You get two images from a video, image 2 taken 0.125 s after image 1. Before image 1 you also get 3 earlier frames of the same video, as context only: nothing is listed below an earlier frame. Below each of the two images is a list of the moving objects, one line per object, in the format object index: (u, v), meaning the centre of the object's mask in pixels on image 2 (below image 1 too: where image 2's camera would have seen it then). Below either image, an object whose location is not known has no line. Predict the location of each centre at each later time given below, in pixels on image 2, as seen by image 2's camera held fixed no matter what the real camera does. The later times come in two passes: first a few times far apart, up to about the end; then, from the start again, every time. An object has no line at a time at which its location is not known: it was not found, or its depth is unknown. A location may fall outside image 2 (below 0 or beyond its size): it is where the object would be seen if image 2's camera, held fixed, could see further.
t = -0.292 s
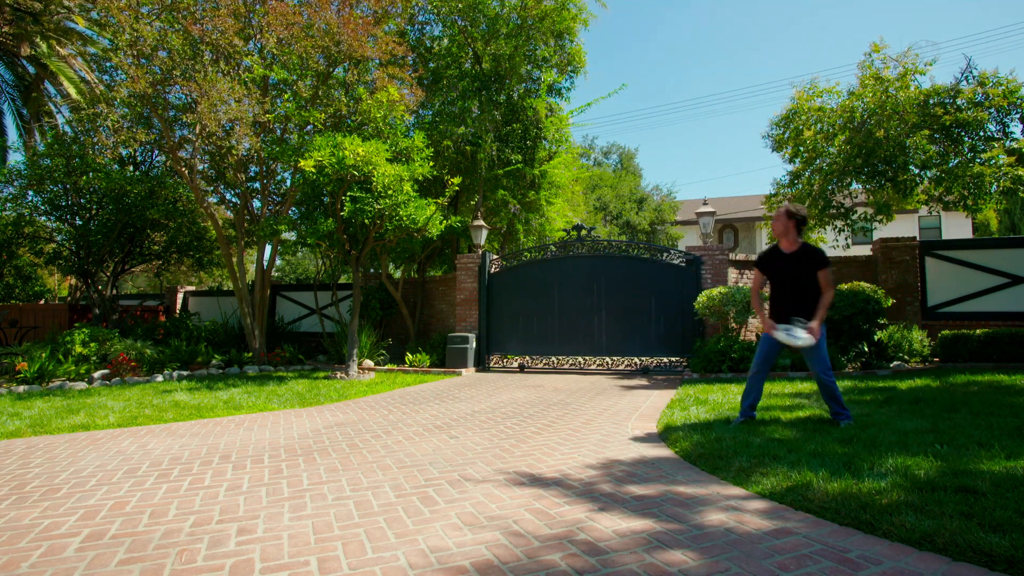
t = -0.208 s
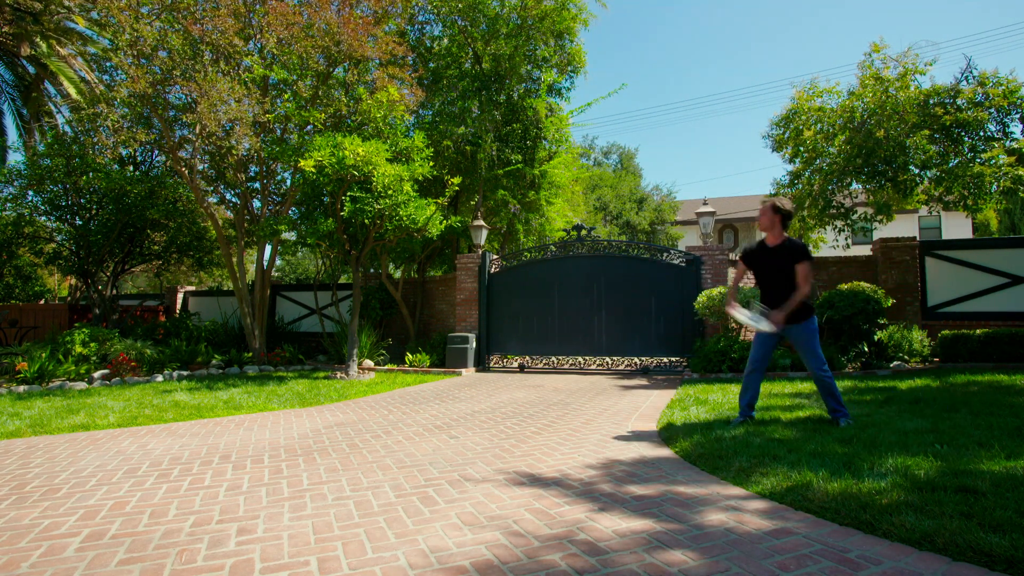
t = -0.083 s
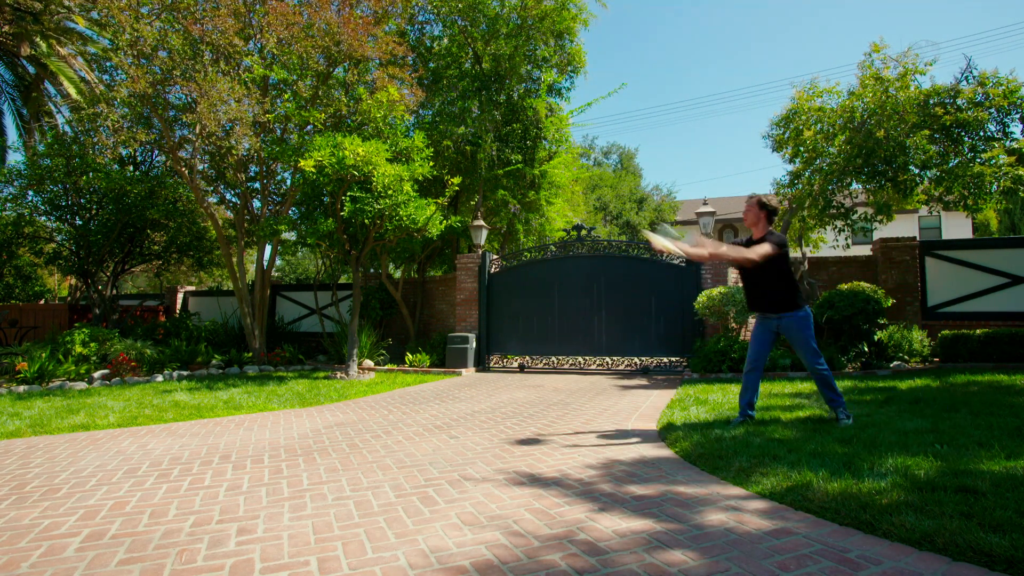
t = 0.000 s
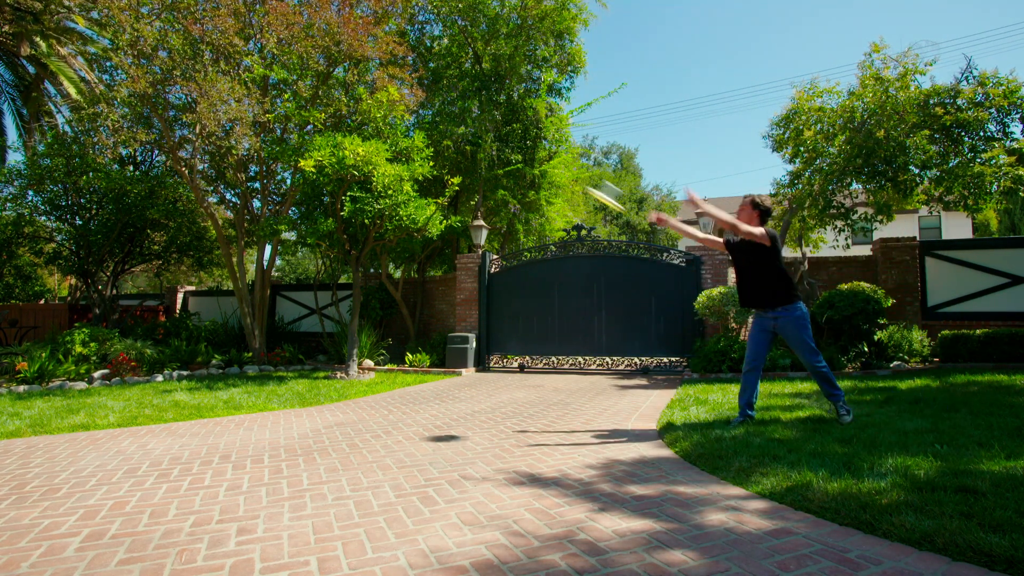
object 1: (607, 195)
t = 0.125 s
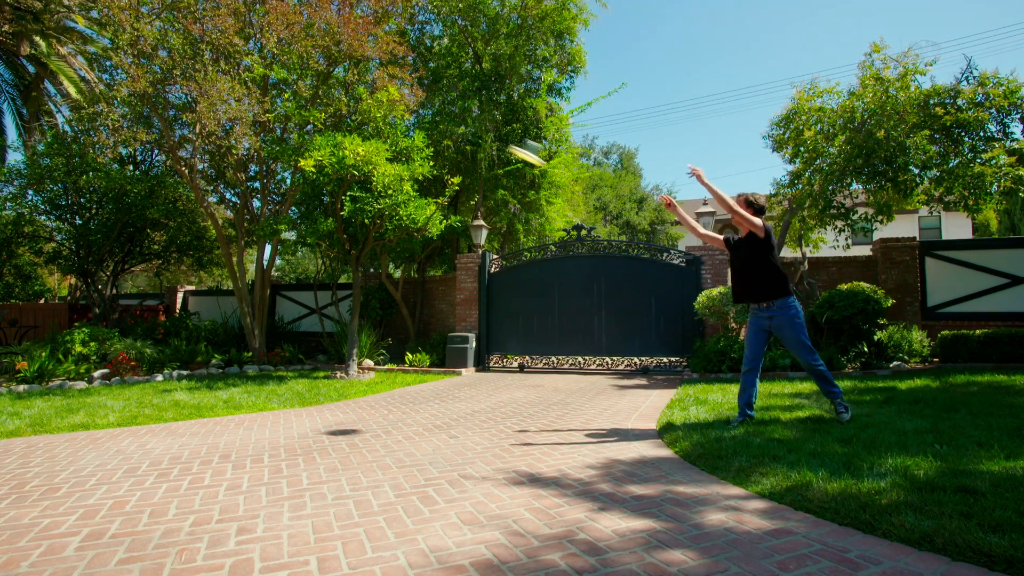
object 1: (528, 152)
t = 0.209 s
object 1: (482, 138)
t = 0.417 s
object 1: (385, 128)
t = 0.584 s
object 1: (322, 143)
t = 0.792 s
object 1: (259, 179)
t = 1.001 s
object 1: (205, 234)
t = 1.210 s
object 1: (158, 307)
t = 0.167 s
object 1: (506, 144)
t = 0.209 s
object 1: (482, 138)
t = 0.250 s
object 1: (461, 133)
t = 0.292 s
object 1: (441, 130)
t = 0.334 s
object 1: (421, 128)
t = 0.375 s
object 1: (402, 128)
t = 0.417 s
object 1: (385, 128)
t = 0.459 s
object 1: (368, 131)
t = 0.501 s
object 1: (352, 134)
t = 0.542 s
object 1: (337, 138)
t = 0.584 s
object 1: (322, 143)
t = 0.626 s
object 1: (309, 149)
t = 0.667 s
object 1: (295, 155)
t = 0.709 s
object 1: (284, 162)
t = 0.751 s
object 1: (271, 170)
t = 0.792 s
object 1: (259, 179)
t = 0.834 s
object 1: (248, 188)
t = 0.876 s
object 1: (237, 198)
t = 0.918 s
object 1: (226, 210)
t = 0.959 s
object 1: (216, 221)
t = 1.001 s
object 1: (205, 234)
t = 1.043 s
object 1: (195, 247)
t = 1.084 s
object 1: (186, 261)
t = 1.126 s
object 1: (176, 275)
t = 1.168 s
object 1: (167, 291)
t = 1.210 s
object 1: (158, 307)
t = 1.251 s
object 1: (149, 324)
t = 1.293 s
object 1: (141, 341)
